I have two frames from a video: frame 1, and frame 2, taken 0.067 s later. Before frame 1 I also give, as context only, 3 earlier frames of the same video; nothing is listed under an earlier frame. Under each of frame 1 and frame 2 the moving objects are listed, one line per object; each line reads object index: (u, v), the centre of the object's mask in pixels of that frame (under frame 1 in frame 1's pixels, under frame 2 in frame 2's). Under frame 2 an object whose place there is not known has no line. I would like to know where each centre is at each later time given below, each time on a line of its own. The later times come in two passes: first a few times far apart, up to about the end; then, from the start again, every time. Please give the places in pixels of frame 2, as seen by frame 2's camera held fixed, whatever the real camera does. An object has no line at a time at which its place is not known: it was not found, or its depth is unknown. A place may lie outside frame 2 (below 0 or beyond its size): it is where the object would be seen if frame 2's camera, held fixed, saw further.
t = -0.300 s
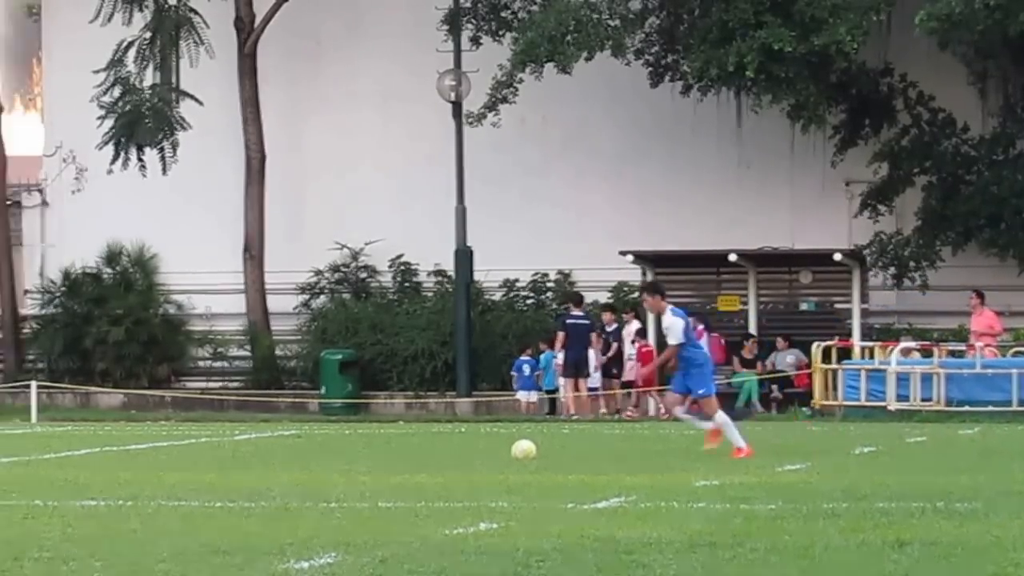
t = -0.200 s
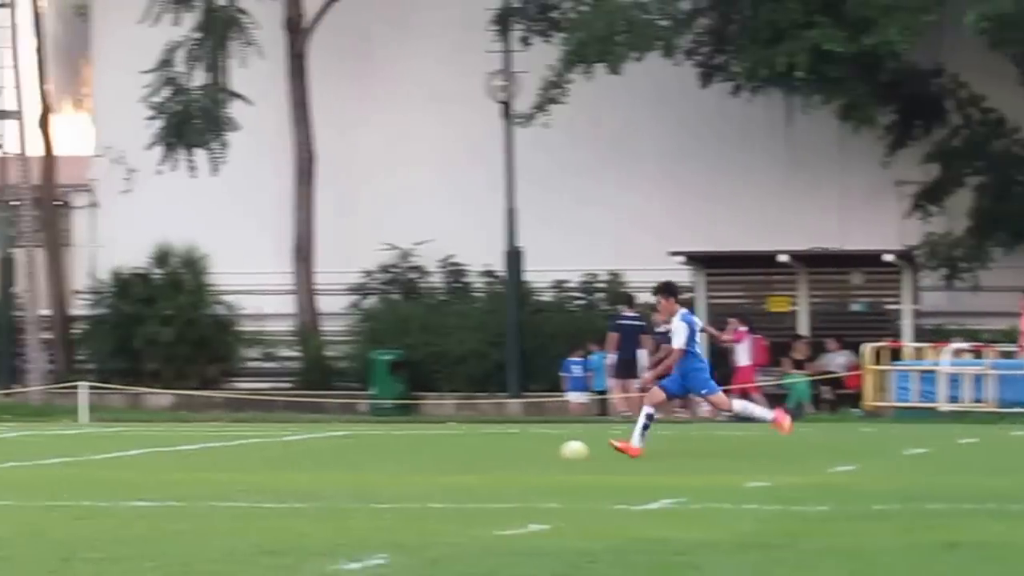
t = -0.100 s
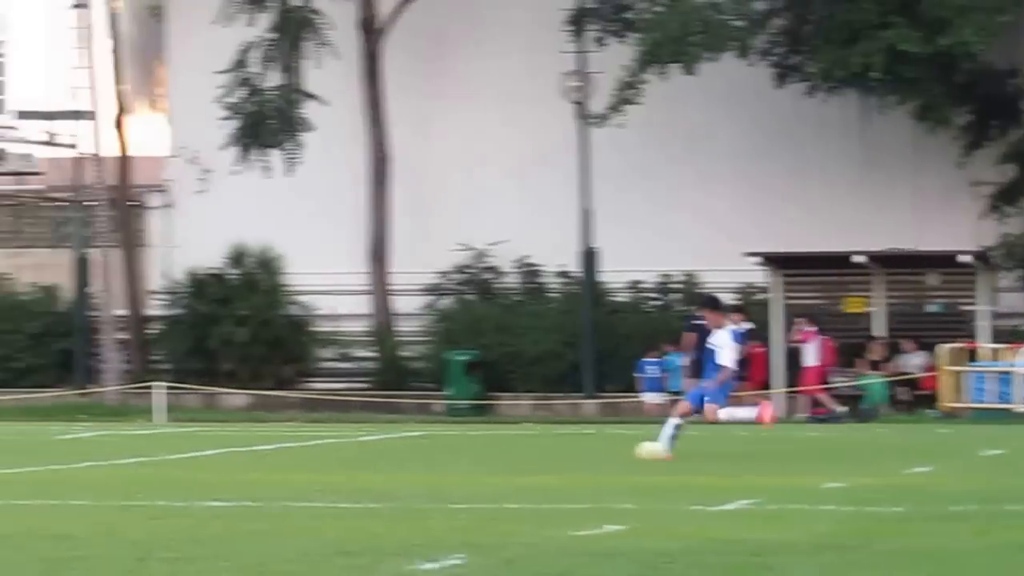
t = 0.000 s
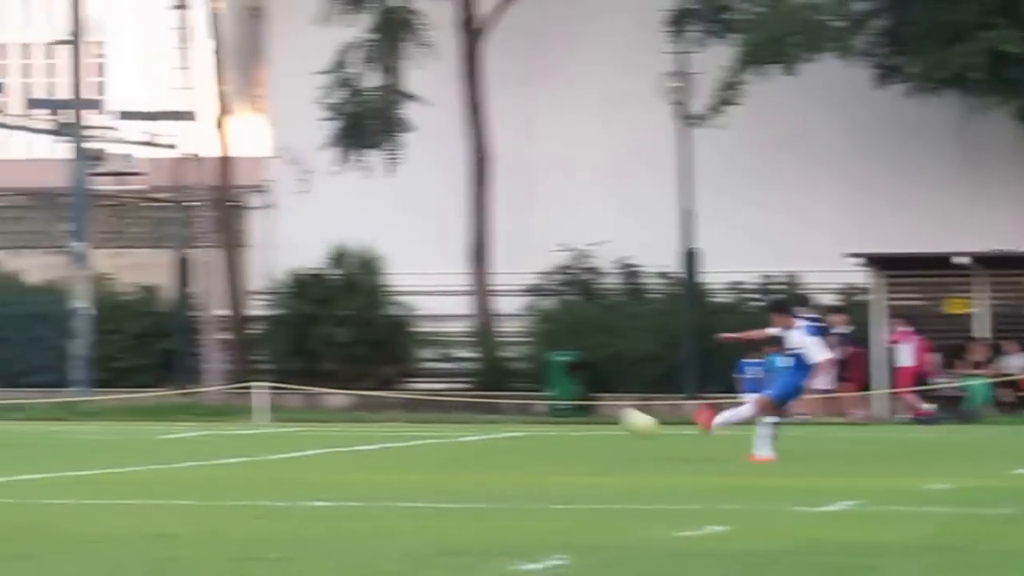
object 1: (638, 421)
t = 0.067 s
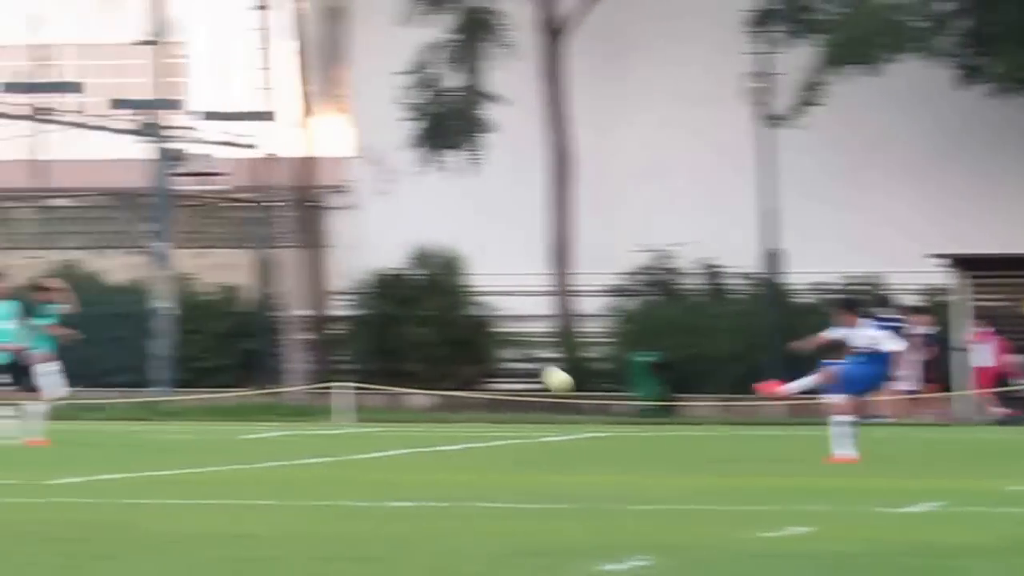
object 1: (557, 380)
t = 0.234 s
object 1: (195, 298)
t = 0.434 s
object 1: (-163, 230)
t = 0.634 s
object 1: (-489, 204)
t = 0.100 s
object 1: (479, 361)
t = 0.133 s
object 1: (404, 344)
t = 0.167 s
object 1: (332, 327)
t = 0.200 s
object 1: (262, 312)
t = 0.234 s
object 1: (195, 298)
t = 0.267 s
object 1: (131, 285)
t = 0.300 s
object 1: (67, 272)
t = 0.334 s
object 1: (4, 260)
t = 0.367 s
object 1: (-56, 247)
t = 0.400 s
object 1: (-108, 238)
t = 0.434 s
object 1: (-163, 230)
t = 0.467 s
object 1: (-214, 222)
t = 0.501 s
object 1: (-267, 216)
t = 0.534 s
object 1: (-322, 212)
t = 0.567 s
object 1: (-377, 208)
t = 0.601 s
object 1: (-434, 205)
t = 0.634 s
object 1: (-489, 204)
